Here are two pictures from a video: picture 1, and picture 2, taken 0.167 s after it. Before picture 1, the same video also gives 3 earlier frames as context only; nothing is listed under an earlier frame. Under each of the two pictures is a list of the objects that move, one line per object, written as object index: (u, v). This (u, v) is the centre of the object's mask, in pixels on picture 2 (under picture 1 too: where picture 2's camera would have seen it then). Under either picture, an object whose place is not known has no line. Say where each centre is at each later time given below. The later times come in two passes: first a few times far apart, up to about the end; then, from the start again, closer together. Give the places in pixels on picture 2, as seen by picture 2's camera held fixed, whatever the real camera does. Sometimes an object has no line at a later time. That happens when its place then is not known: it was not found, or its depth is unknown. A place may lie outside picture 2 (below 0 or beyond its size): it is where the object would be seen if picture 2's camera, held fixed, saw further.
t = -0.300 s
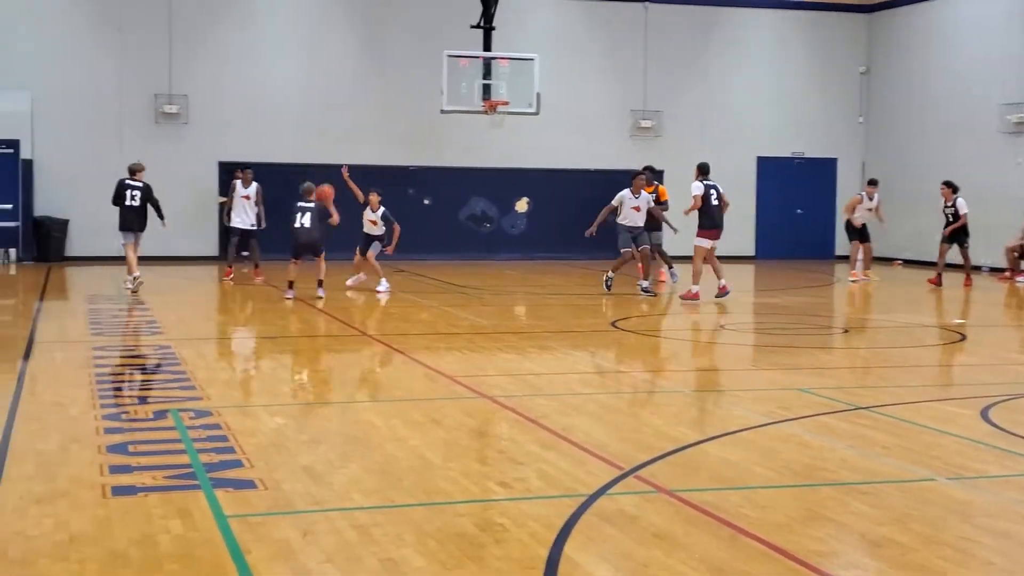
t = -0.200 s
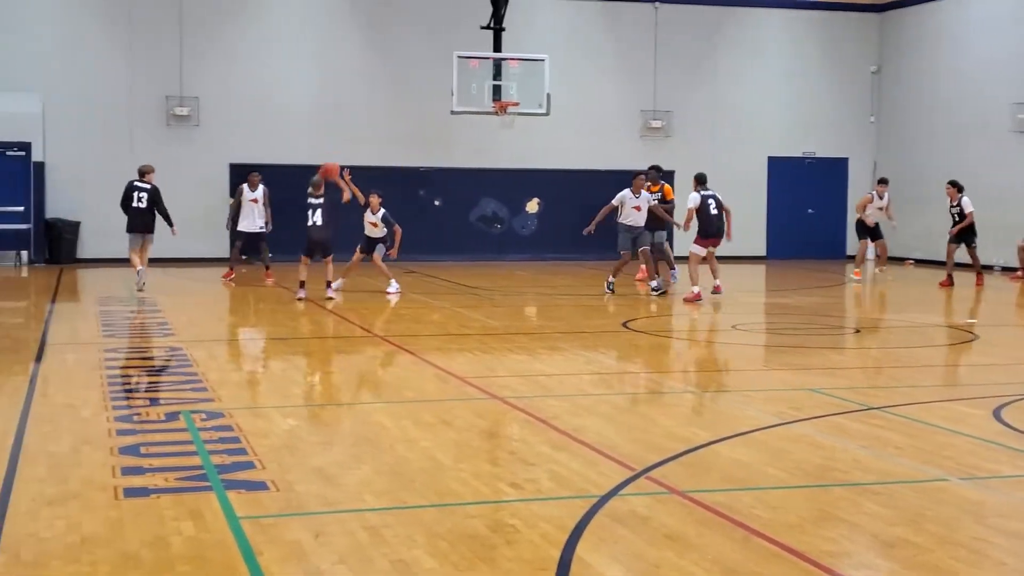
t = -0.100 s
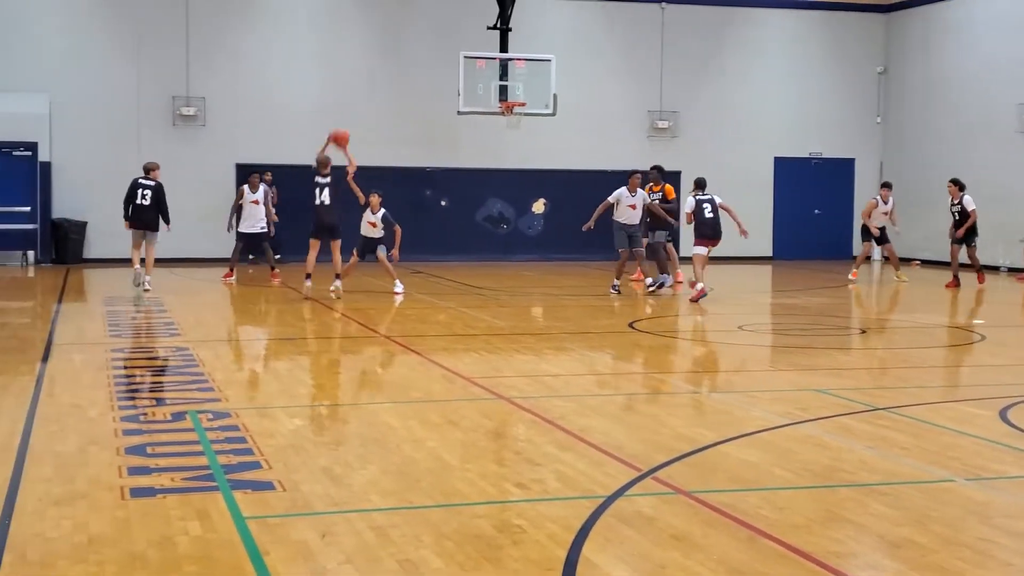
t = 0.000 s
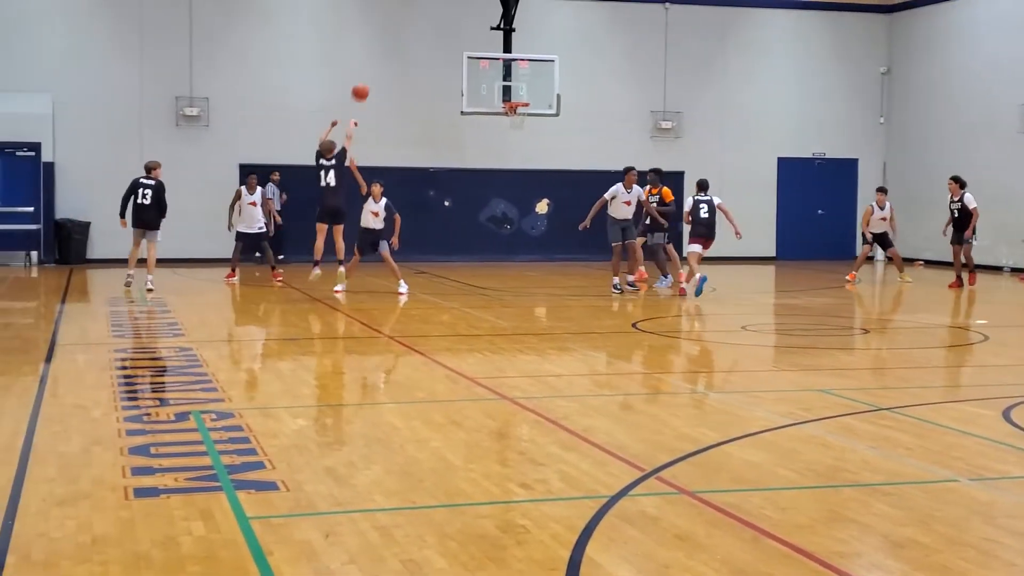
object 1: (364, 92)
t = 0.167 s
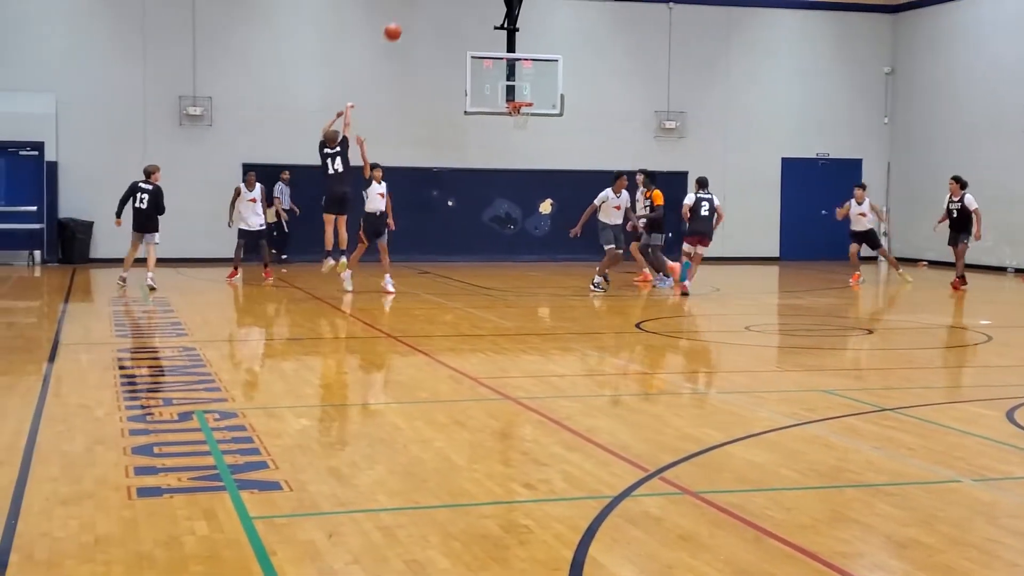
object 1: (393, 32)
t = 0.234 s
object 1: (403, 14)
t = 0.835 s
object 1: (487, 6)
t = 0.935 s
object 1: (496, 25)
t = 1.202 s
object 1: (519, 98)
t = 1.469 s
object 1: (529, 80)
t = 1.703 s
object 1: (536, 96)
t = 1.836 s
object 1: (540, 120)
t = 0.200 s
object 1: (398, 22)
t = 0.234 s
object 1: (403, 14)
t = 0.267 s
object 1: (409, 7)
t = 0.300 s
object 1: (414, 4)
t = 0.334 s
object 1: (419, 1)
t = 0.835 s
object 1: (487, 6)
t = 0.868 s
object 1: (490, 12)
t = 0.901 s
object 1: (493, 18)
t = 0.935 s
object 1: (496, 25)
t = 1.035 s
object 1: (506, 49)
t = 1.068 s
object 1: (509, 59)
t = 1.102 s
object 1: (512, 69)
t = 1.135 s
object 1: (514, 79)
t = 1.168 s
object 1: (517, 89)
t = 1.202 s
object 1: (519, 98)
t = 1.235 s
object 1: (520, 94)
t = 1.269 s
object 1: (522, 90)
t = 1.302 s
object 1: (523, 87)
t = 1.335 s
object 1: (524, 84)
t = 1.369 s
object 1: (525, 82)
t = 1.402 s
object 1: (526, 81)
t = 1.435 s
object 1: (527, 80)
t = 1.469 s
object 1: (529, 80)
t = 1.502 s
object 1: (530, 80)
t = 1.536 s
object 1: (531, 81)
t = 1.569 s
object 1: (532, 83)
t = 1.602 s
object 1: (533, 85)
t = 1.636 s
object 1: (534, 88)
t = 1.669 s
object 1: (535, 92)
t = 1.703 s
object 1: (536, 96)
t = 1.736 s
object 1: (537, 101)
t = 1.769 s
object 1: (538, 107)
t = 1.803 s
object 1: (539, 113)
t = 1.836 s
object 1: (540, 120)
